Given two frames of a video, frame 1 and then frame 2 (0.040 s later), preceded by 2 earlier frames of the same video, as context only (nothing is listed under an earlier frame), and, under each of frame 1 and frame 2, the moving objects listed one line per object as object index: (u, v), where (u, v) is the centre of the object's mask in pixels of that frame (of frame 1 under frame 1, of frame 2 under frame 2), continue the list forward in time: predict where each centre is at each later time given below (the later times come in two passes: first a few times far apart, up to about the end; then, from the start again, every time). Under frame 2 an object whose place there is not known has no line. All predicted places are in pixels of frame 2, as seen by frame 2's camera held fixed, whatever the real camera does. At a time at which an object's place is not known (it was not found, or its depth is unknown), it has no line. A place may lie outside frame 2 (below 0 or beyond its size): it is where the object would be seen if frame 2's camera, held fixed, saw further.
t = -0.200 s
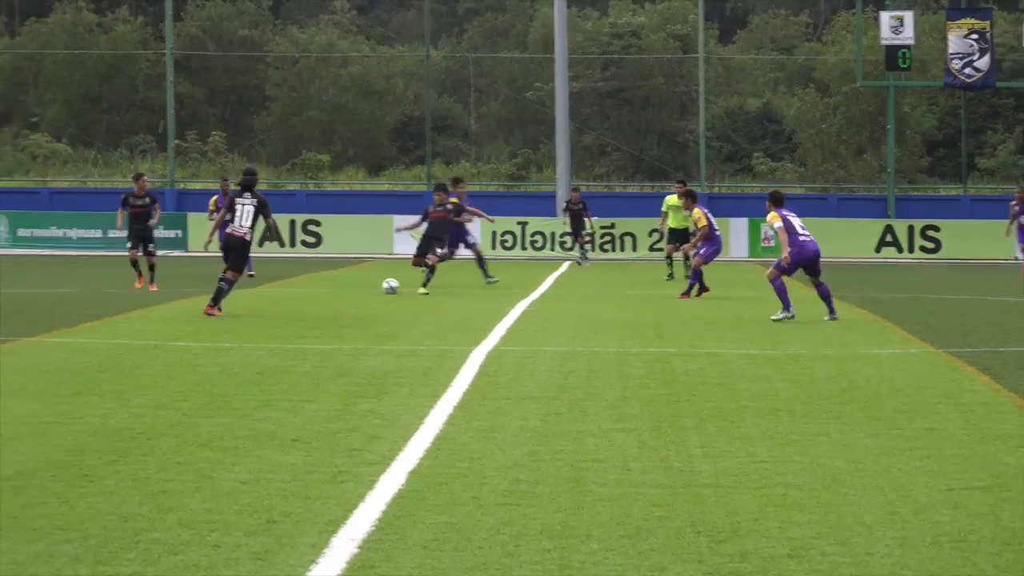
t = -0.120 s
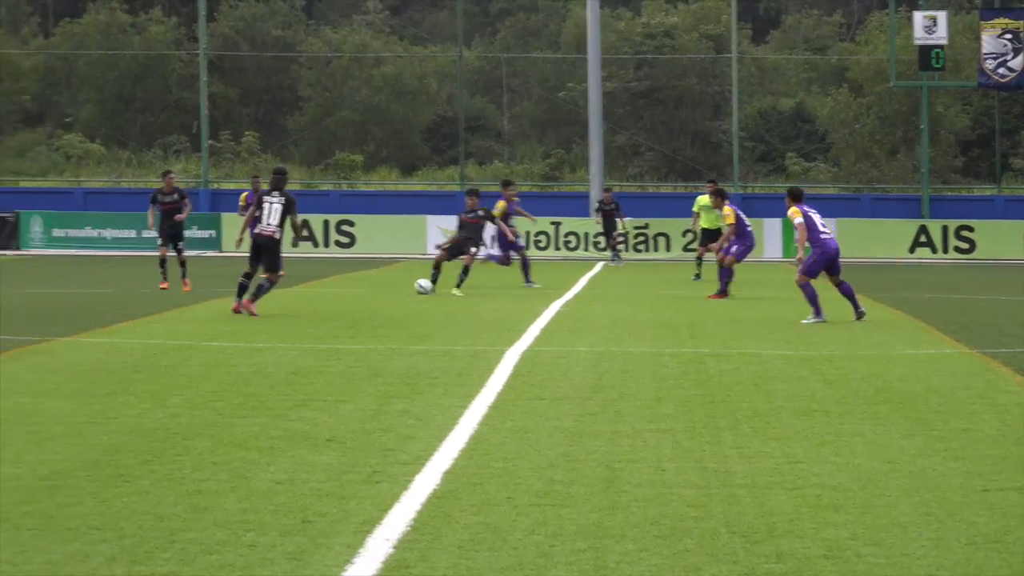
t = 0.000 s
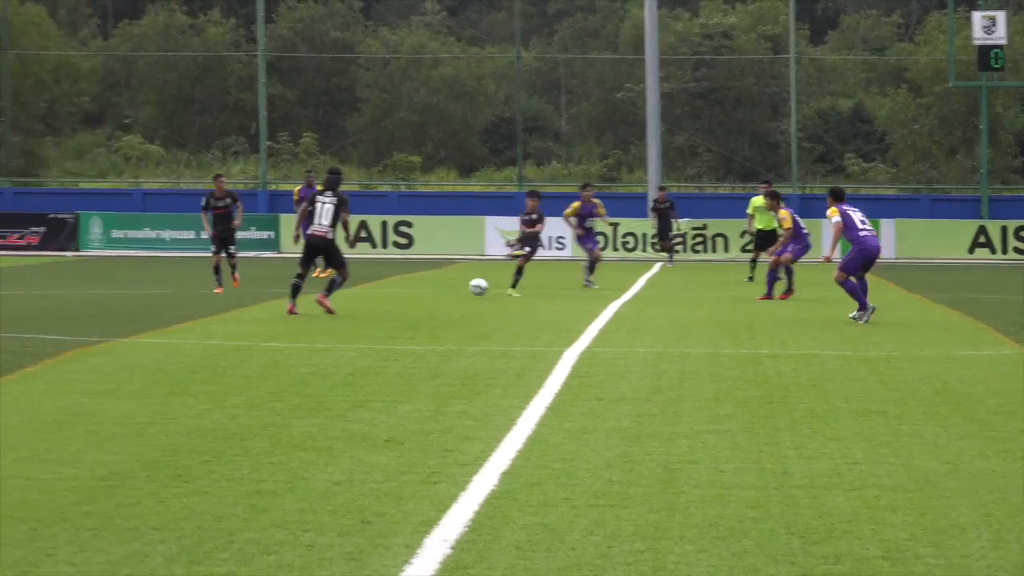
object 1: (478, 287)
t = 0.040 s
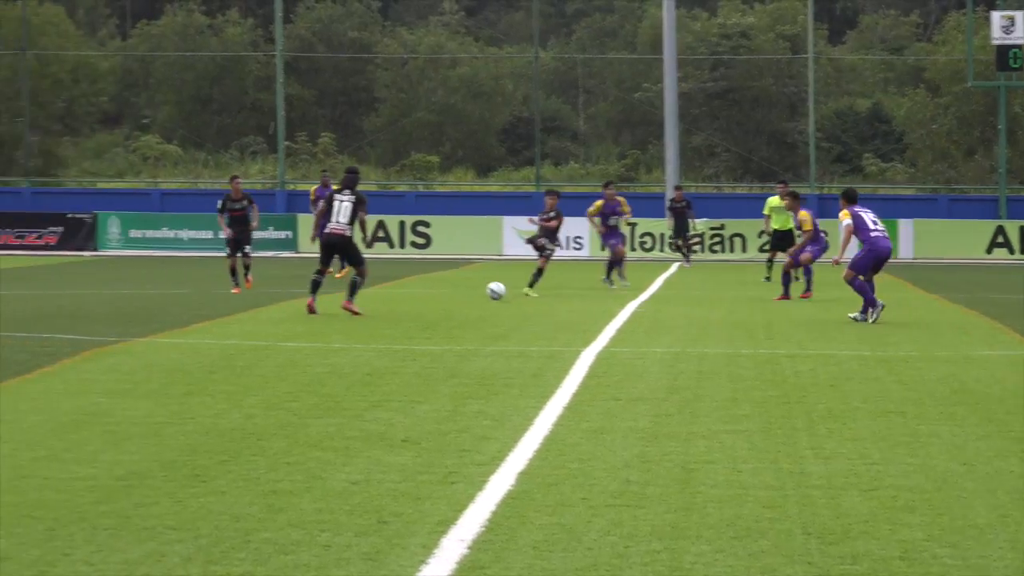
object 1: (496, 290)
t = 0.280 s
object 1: (503, 302)
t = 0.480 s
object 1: (509, 300)
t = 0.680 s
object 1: (520, 313)
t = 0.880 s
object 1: (539, 334)
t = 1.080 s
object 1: (560, 338)
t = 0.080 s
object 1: (496, 292)
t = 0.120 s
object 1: (498, 291)
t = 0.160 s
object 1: (499, 291)
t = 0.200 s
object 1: (500, 293)
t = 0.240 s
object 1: (501, 298)
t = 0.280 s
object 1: (503, 302)
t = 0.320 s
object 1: (505, 298)
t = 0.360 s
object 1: (506, 296)
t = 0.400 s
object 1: (507, 295)
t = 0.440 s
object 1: (508, 296)
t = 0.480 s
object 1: (509, 300)
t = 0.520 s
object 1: (511, 305)
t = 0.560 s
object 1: (513, 313)
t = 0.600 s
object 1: (514, 320)
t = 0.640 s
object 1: (516, 315)
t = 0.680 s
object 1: (520, 313)
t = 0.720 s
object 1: (523, 312)
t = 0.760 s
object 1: (526, 313)
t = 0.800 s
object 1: (530, 318)
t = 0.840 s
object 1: (535, 324)
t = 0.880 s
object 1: (539, 334)
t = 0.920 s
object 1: (543, 333)
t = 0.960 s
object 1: (547, 331)
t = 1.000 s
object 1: (551, 331)
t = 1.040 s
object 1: (555, 334)
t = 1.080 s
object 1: (560, 338)
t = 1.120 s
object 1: (565, 346)
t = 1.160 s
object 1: (571, 357)
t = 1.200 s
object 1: (575, 357)
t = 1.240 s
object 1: (581, 358)
